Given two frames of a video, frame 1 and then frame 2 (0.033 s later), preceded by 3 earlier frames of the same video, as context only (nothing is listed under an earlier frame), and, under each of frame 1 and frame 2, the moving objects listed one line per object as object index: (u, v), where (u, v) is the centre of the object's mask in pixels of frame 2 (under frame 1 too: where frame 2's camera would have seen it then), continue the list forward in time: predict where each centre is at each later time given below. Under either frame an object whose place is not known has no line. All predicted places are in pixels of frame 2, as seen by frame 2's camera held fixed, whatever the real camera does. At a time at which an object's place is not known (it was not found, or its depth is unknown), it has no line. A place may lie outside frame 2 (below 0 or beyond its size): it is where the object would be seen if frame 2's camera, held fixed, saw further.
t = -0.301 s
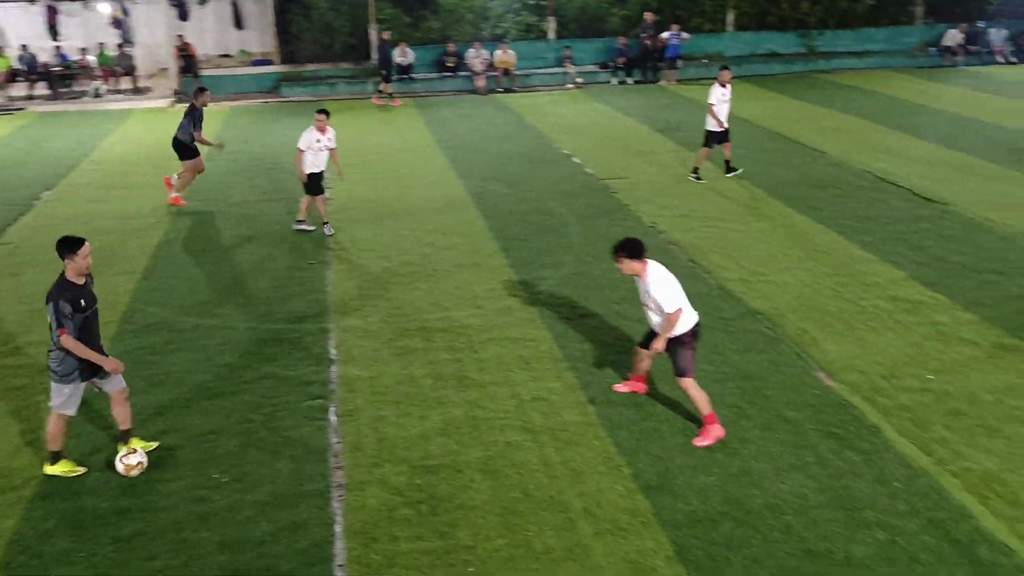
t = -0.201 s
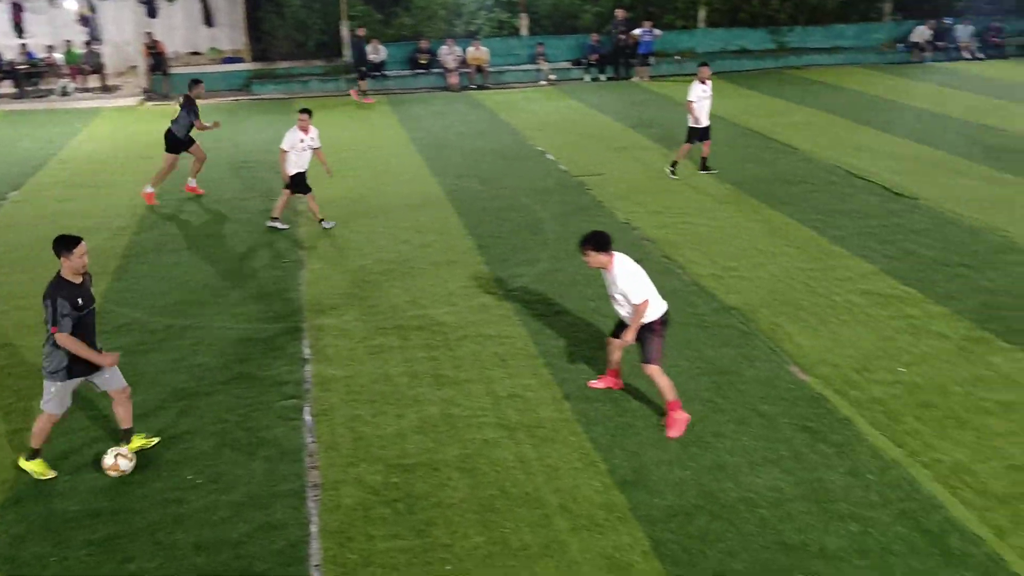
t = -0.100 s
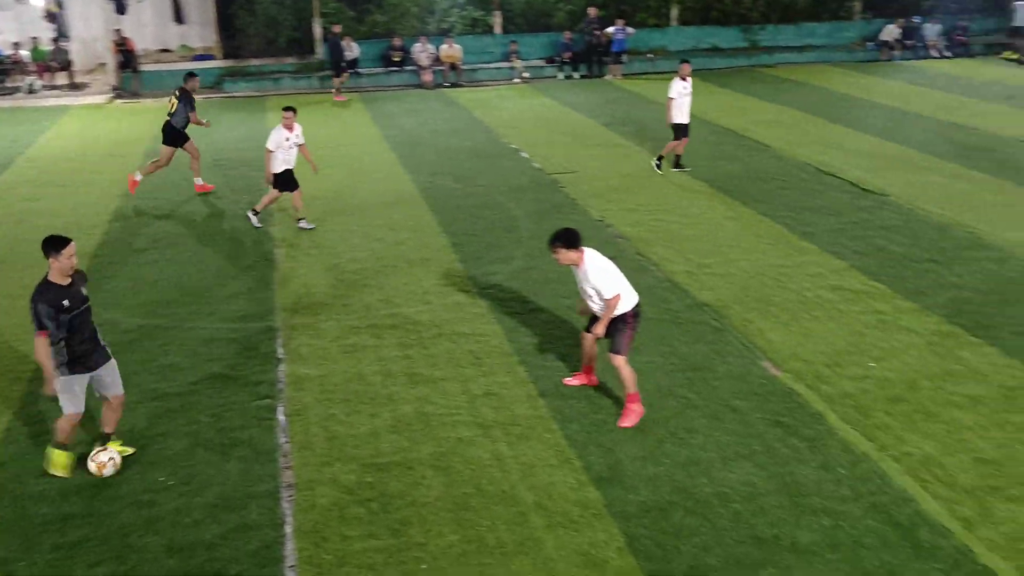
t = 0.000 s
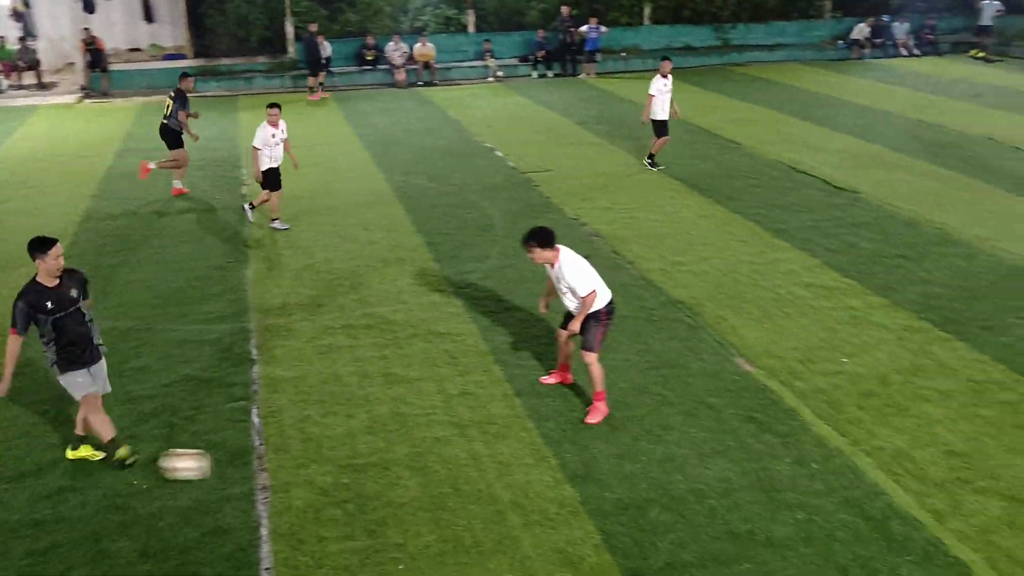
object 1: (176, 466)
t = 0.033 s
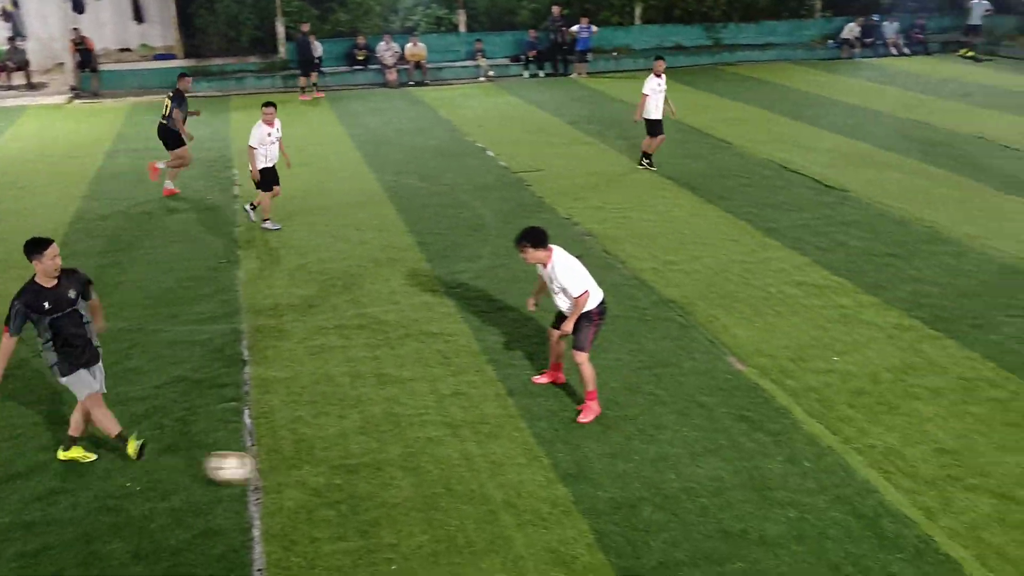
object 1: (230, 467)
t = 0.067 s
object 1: (282, 470)
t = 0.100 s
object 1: (338, 475)
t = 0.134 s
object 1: (395, 480)
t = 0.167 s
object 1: (451, 488)
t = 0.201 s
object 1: (509, 497)
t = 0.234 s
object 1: (567, 508)
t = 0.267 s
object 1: (622, 514)
